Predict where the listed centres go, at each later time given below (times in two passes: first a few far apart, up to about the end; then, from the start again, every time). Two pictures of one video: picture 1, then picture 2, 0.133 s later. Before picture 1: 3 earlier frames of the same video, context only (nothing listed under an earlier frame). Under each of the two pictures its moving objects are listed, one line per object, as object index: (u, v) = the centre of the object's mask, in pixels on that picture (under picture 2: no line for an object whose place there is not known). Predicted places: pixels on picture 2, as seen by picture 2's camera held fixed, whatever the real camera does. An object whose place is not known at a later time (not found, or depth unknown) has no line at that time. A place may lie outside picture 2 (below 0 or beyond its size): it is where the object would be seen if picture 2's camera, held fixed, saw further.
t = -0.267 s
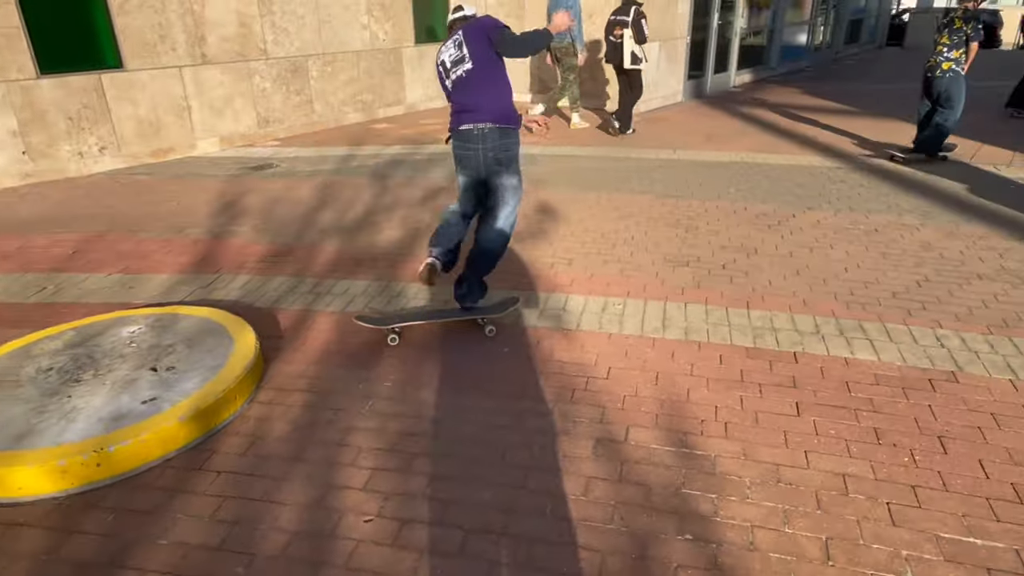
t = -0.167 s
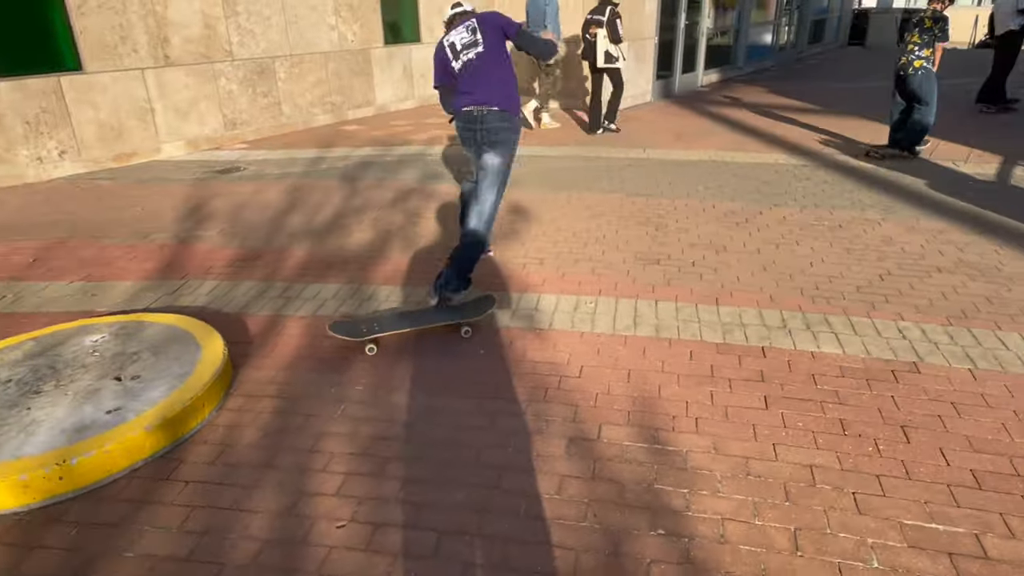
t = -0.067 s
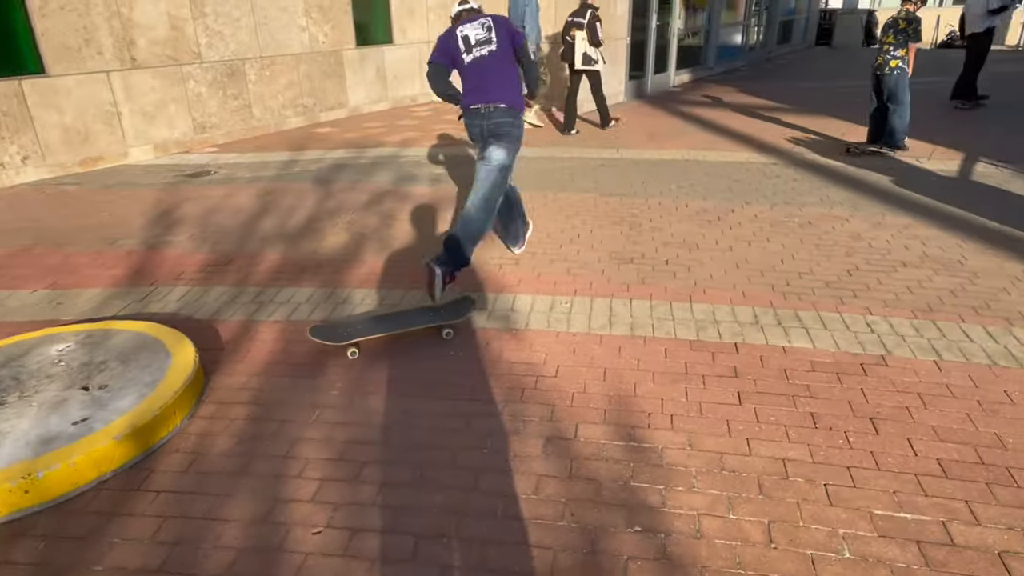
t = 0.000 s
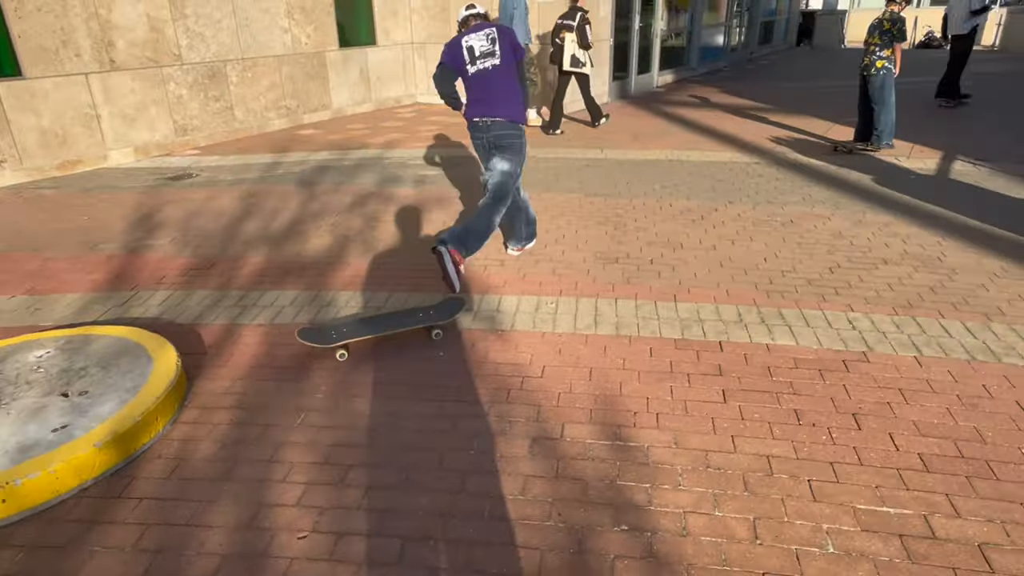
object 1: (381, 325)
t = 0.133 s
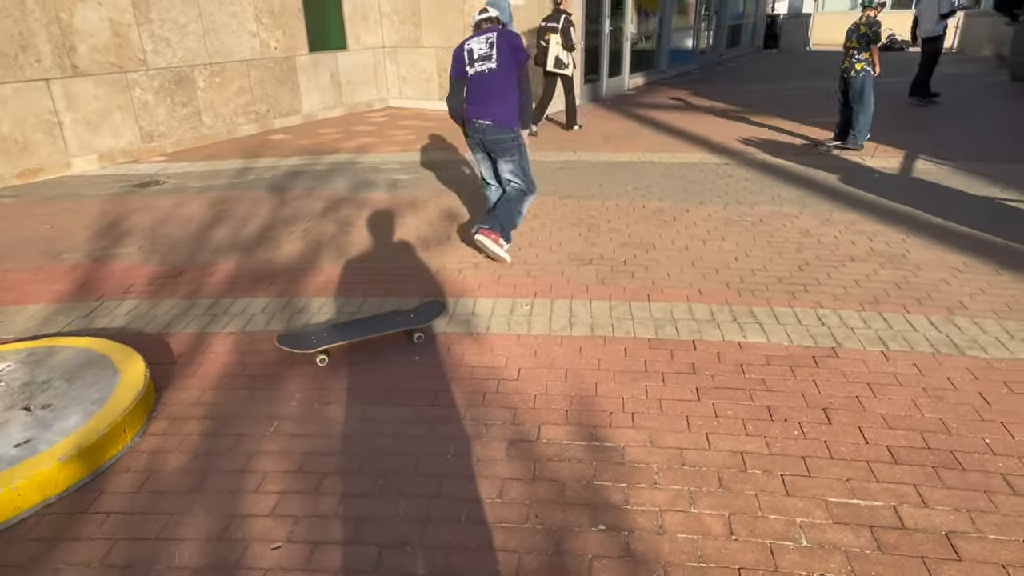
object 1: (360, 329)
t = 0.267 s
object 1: (365, 328)
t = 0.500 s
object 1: (374, 327)
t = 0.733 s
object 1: (382, 325)
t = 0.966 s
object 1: (391, 323)
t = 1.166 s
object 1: (401, 321)
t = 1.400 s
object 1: (409, 321)
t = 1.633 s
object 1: (420, 322)
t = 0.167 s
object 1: (362, 329)
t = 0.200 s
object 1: (362, 328)
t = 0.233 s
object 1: (364, 328)
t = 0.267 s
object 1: (365, 328)
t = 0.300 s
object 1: (367, 328)
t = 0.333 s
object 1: (368, 327)
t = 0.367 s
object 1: (368, 327)
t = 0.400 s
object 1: (369, 327)
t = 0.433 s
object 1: (370, 327)
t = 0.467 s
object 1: (373, 327)
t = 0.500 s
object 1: (374, 327)
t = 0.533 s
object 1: (375, 326)
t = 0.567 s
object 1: (376, 326)
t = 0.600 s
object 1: (378, 326)
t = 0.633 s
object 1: (379, 326)
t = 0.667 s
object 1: (380, 326)
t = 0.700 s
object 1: (381, 325)
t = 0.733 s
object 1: (382, 325)
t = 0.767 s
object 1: (383, 325)
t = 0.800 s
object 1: (383, 325)
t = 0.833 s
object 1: (386, 324)
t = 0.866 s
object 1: (387, 324)
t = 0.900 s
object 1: (388, 324)
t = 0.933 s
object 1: (390, 323)
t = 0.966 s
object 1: (391, 323)
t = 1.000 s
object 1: (392, 323)
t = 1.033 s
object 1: (394, 322)
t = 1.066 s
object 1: (395, 322)
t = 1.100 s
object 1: (397, 322)
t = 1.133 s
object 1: (399, 322)
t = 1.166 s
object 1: (401, 321)
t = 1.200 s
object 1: (402, 321)
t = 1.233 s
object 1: (403, 321)
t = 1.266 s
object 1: (403, 321)
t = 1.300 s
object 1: (405, 321)
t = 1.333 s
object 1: (406, 321)
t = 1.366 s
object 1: (408, 321)
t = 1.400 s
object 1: (409, 321)
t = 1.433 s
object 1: (411, 321)
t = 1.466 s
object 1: (412, 321)
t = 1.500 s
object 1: (414, 321)
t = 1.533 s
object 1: (415, 322)
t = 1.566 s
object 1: (416, 322)
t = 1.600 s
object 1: (417, 322)
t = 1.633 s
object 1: (420, 322)
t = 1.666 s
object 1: (422, 322)
